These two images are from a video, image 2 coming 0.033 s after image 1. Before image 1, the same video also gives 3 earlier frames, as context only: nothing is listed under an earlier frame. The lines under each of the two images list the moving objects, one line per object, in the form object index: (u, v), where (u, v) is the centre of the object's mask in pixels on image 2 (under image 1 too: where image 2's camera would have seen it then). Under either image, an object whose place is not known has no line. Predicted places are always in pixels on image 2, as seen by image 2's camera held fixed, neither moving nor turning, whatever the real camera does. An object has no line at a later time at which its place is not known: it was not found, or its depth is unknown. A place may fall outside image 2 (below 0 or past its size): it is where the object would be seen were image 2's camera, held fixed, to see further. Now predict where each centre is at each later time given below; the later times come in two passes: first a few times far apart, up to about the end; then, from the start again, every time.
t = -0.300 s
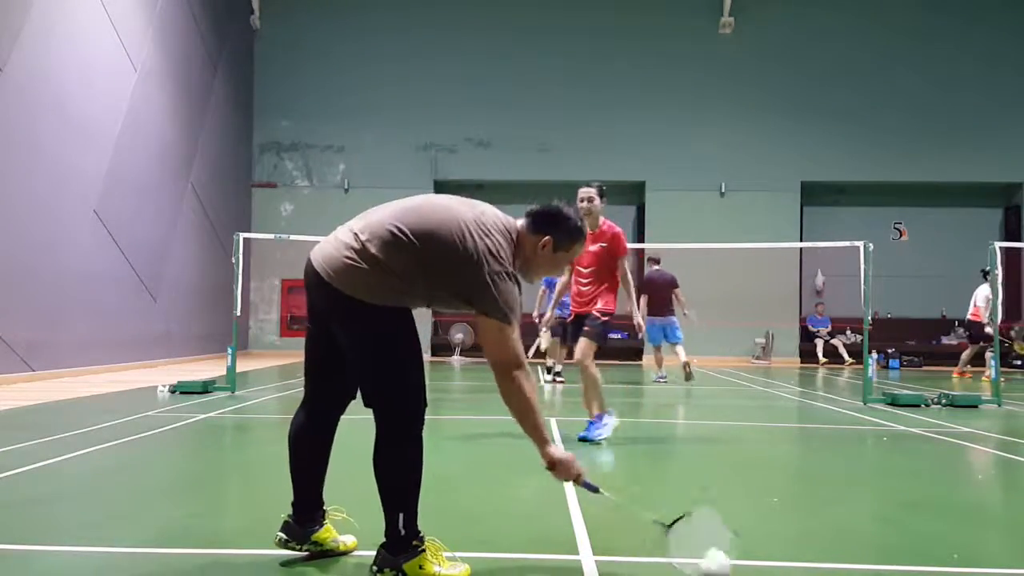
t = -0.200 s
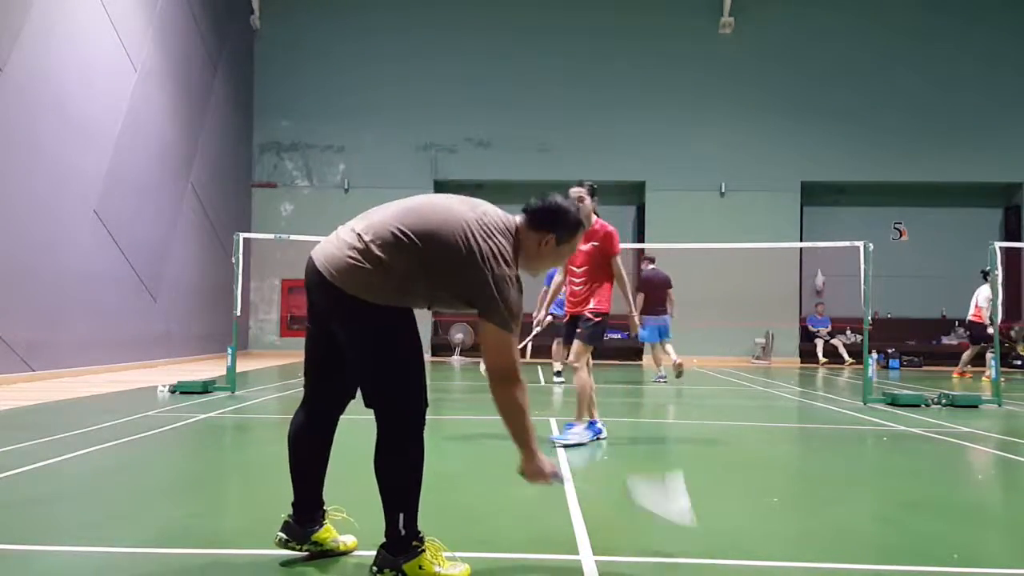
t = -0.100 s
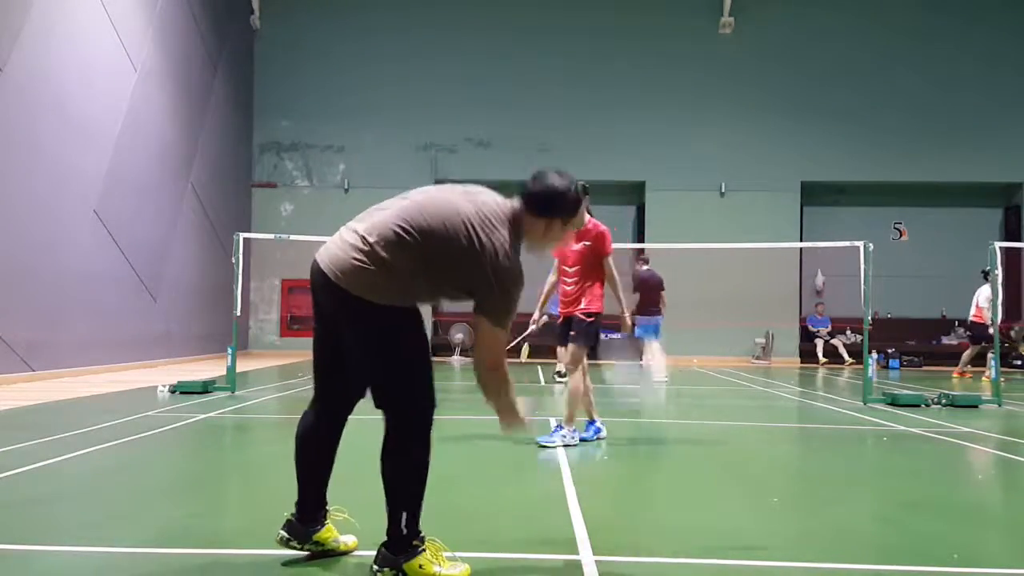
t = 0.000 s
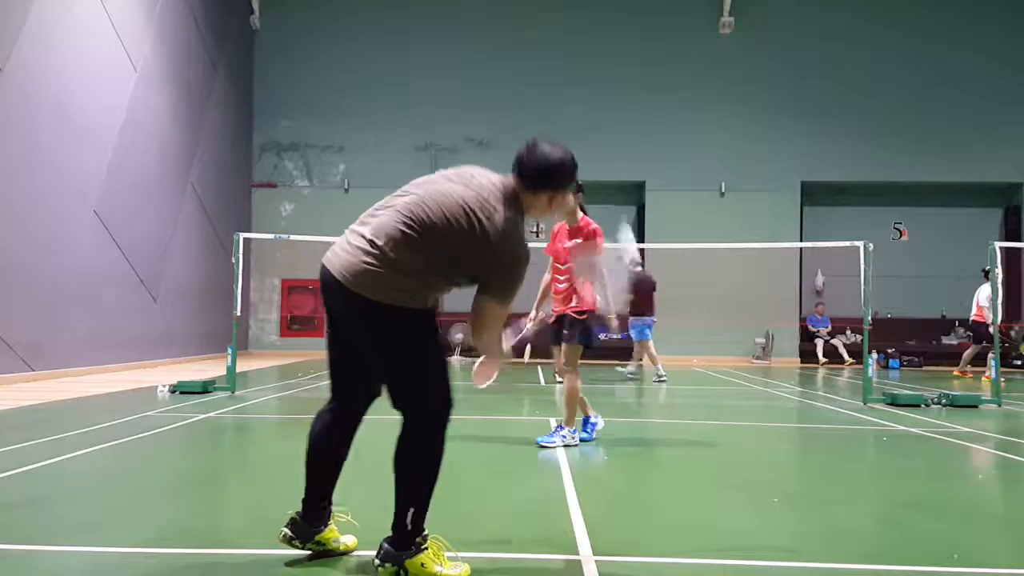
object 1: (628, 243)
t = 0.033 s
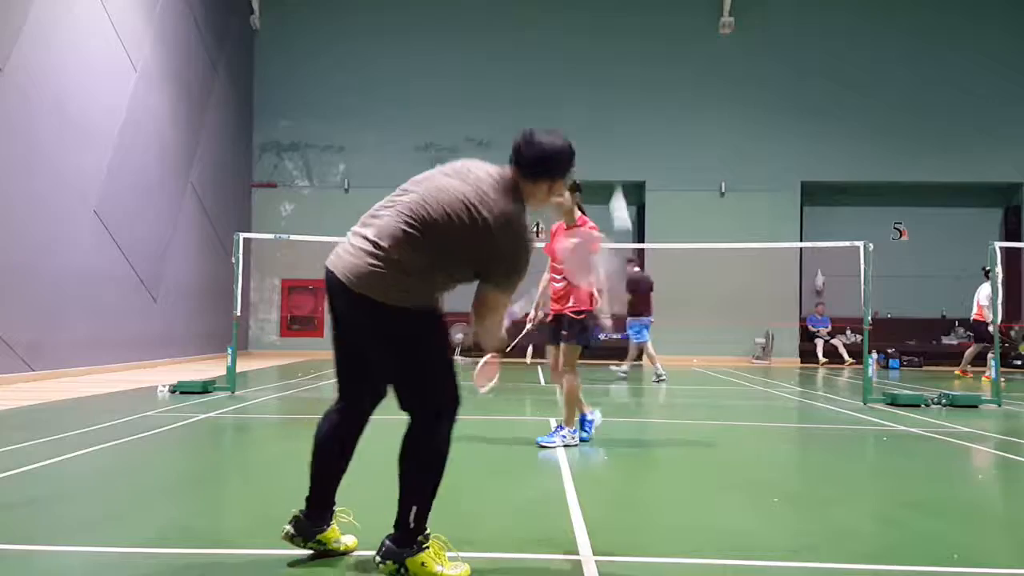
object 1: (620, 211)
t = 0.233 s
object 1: (591, 85)
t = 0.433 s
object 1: (563, 64)
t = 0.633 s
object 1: (533, 134)
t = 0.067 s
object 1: (613, 182)
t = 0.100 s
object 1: (608, 155)
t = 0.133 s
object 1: (603, 133)
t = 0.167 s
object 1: (599, 114)
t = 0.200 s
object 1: (595, 98)
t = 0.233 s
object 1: (591, 85)
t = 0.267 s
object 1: (586, 74)
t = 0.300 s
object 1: (581, 66)
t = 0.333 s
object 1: (577, 62)
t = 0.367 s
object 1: (572, 59)
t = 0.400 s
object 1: (567, 61)
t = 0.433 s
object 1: (563, 64)
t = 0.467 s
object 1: (558, 70)
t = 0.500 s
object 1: (553, 79)
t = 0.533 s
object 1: (548, 90)
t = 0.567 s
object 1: (543, 103)
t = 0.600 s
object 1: (539, 119)
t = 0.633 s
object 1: (533, 134)
